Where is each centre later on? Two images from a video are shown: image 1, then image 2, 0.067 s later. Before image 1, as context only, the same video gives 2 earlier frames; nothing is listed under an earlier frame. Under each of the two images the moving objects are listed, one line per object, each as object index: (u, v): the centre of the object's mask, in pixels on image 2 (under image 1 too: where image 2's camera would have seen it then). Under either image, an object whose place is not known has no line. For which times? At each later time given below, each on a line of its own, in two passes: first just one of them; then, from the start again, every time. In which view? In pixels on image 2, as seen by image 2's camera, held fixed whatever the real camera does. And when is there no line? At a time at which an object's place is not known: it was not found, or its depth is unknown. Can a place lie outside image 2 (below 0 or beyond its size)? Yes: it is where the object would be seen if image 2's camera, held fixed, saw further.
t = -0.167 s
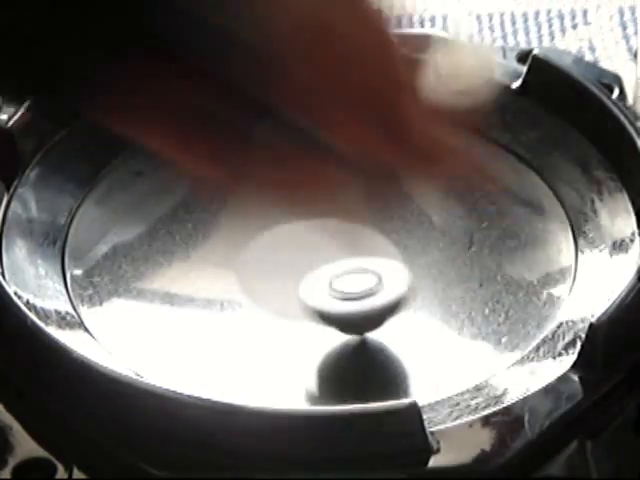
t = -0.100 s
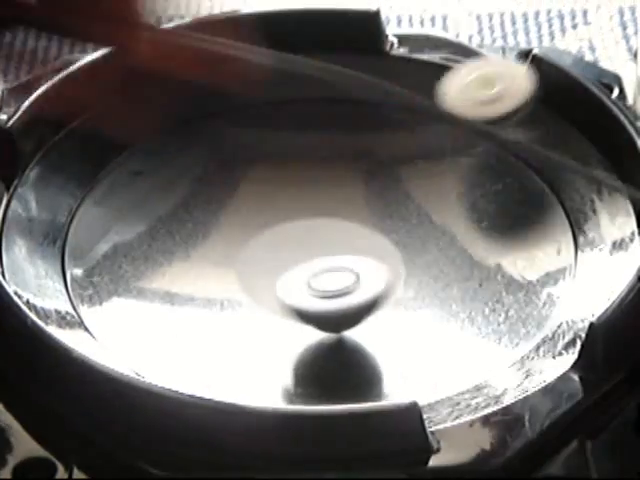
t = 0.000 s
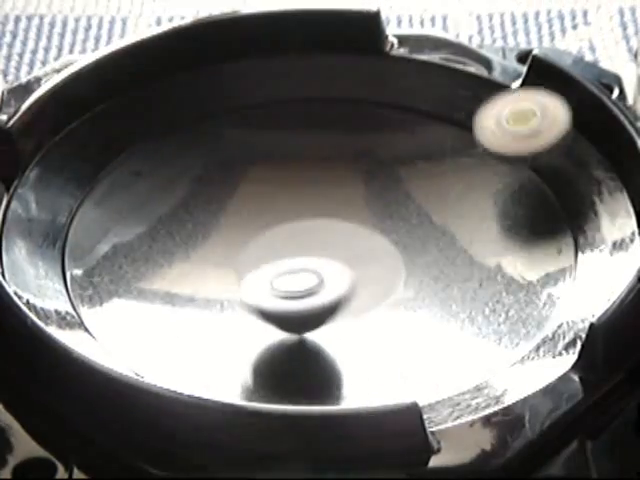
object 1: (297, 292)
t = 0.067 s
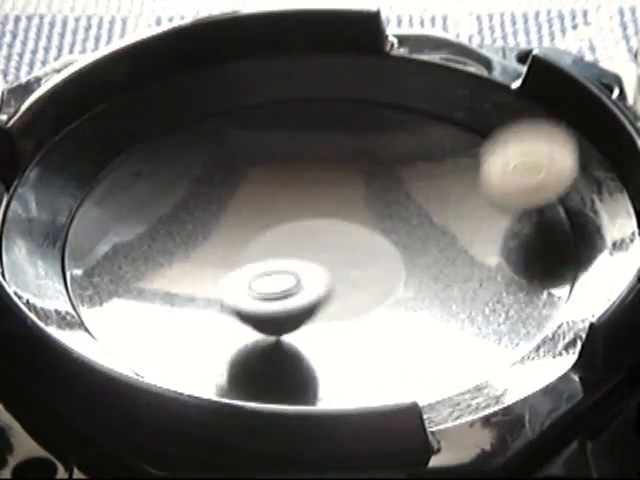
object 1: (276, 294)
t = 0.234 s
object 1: (240, 304)
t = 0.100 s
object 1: (265, 295)
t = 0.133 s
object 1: (257, 297)
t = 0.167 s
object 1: (249, 299)
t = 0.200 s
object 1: (244, 301)
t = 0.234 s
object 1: (240, 304)
